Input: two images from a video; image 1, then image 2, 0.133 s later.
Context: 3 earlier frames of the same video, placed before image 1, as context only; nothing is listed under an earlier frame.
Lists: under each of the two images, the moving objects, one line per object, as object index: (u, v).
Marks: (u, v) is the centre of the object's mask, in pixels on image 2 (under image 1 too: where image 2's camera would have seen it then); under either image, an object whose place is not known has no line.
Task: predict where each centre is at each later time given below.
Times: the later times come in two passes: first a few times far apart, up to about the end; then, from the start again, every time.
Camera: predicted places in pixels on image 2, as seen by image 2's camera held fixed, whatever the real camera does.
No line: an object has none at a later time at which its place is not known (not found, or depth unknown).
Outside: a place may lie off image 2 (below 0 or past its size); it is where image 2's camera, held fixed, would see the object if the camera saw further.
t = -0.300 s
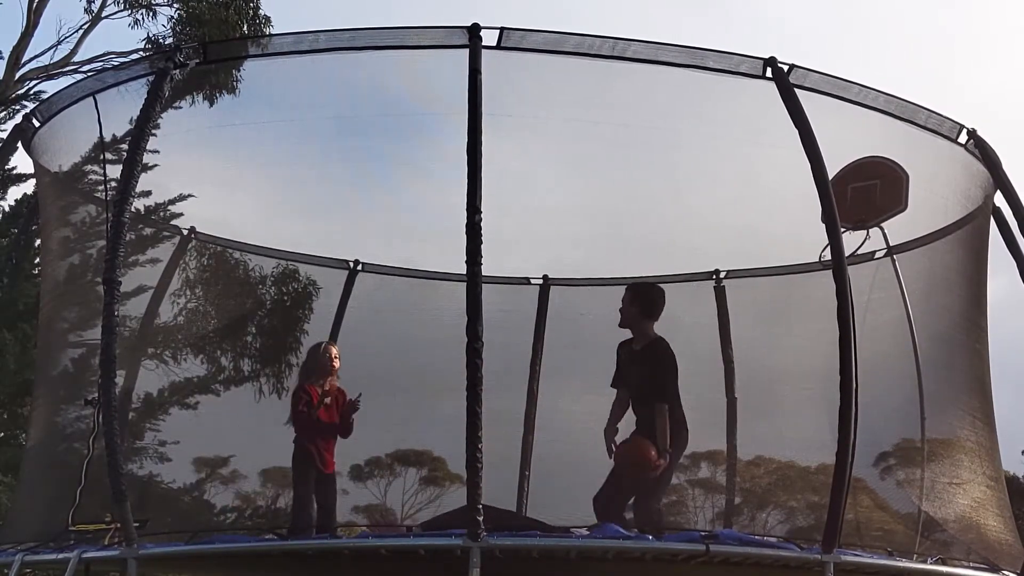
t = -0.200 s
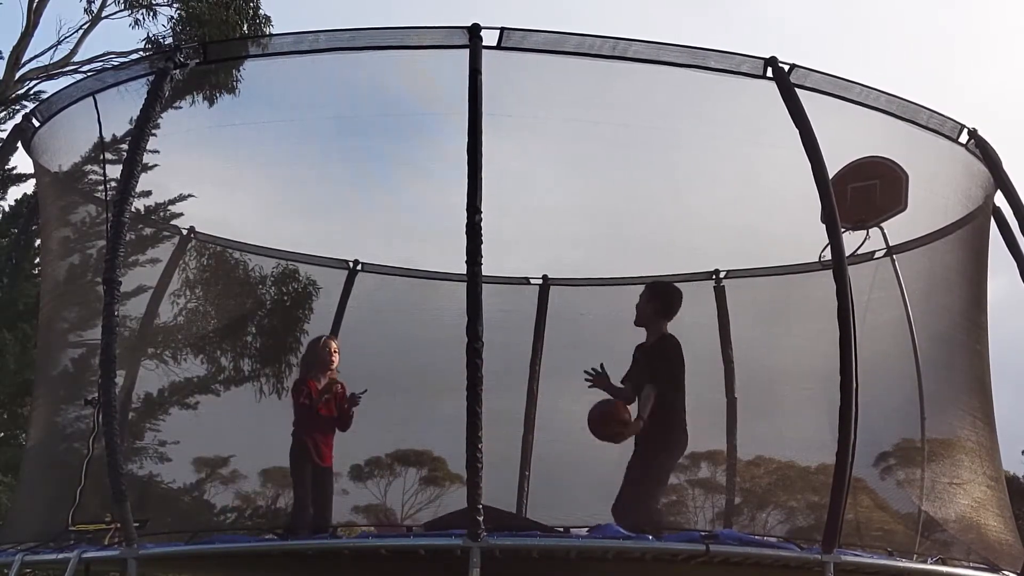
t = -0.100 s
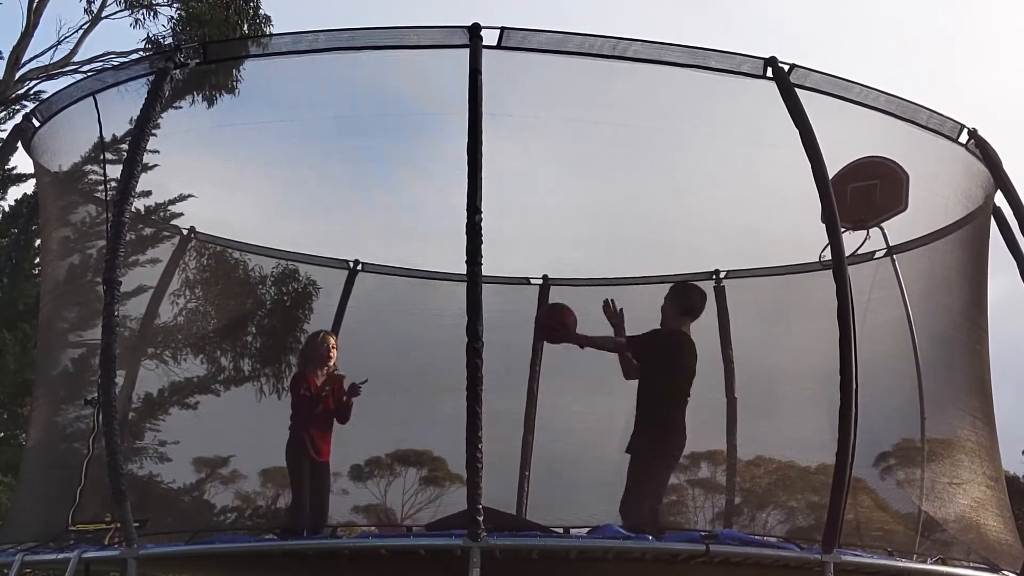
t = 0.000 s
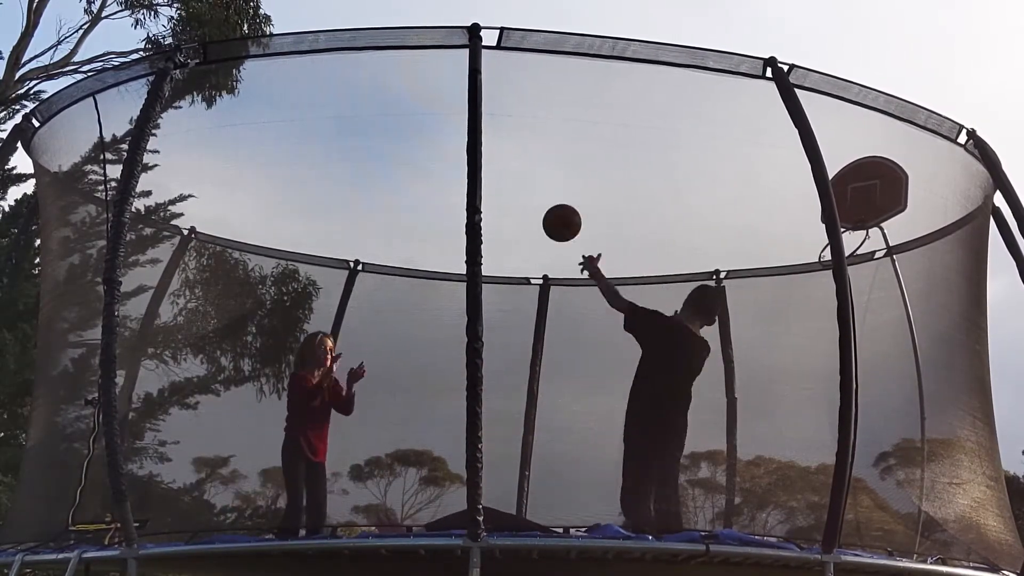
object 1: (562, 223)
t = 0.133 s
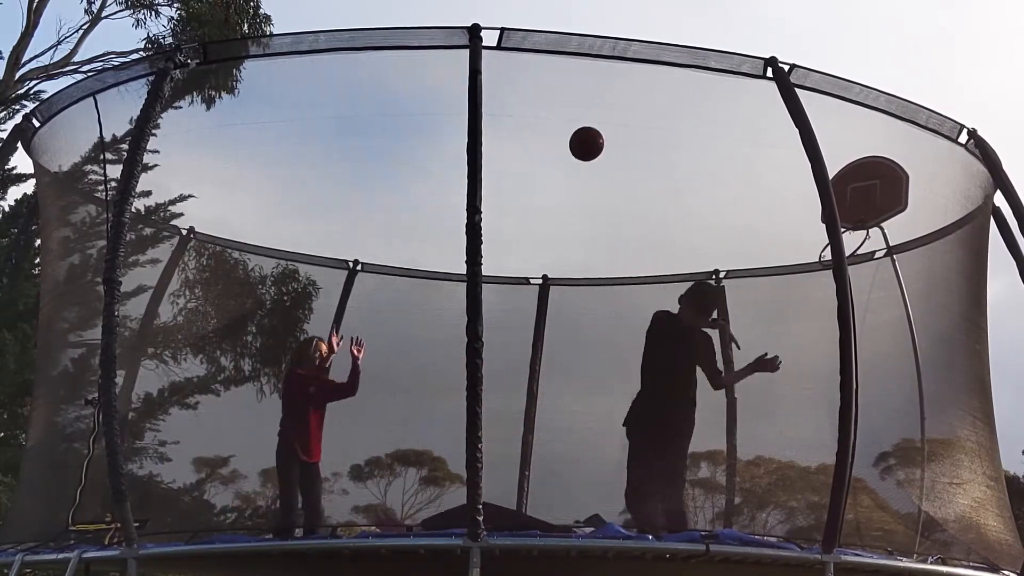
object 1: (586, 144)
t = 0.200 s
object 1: (598, 122)
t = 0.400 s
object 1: (628, 106)
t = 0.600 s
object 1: (652, 149)
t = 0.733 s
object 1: (667, 200)
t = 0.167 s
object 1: (592, 132)
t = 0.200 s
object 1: (598, 122)
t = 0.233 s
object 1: (603, 115)
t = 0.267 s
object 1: (609, 110)
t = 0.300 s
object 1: (614, 106)
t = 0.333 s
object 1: (619, 104)
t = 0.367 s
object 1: (623, 104)
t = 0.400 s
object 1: (628, 106)
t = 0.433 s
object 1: (632, 109)
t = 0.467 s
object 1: (636, 115)
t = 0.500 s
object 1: (640, 121)
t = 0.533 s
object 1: (644, 129)
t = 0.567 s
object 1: (648, 138)
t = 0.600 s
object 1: (652, 149)
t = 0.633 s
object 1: (656, 160)
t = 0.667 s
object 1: (660, 172)
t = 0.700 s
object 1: (664, 185)
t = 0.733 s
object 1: (667, 200)
